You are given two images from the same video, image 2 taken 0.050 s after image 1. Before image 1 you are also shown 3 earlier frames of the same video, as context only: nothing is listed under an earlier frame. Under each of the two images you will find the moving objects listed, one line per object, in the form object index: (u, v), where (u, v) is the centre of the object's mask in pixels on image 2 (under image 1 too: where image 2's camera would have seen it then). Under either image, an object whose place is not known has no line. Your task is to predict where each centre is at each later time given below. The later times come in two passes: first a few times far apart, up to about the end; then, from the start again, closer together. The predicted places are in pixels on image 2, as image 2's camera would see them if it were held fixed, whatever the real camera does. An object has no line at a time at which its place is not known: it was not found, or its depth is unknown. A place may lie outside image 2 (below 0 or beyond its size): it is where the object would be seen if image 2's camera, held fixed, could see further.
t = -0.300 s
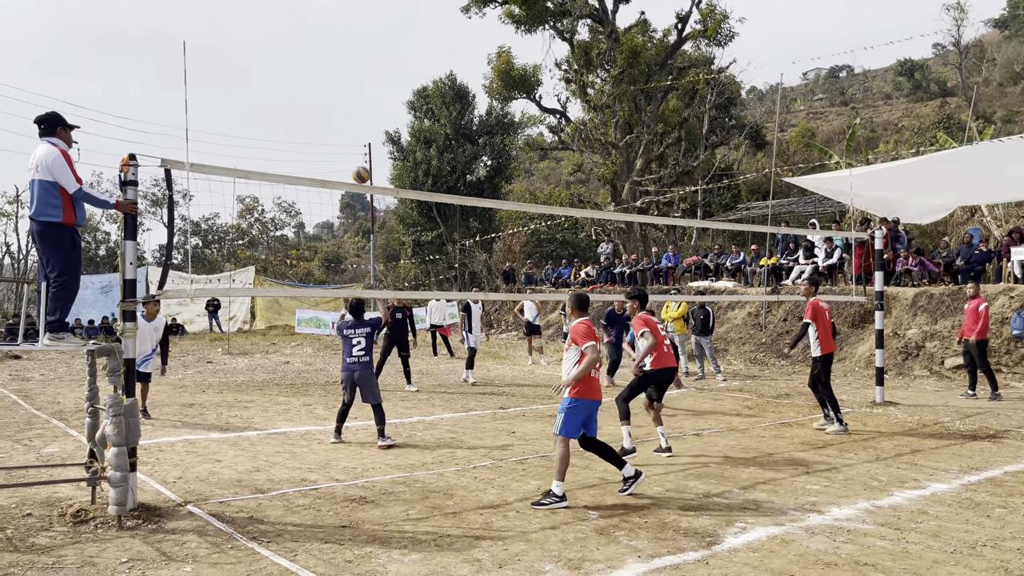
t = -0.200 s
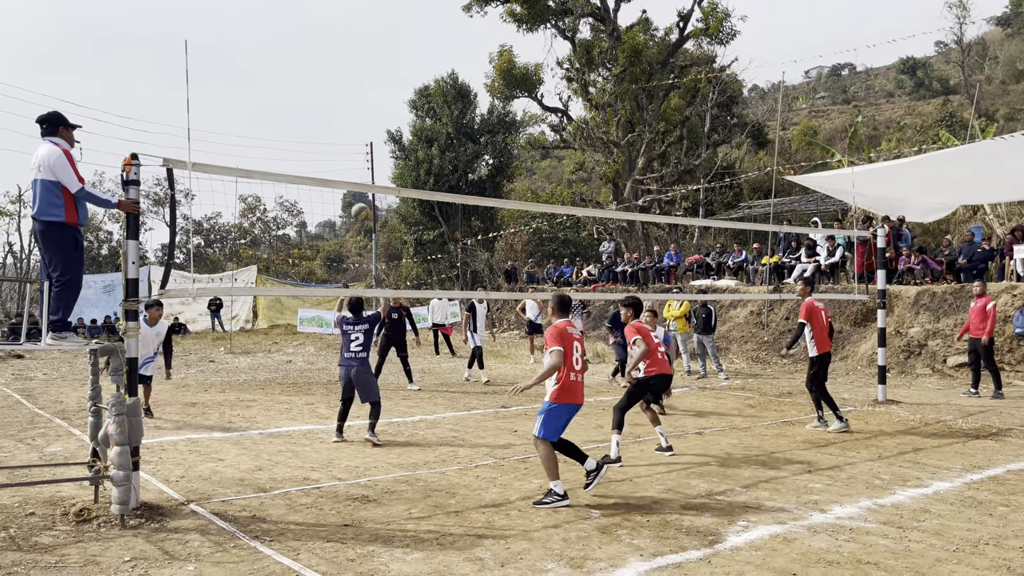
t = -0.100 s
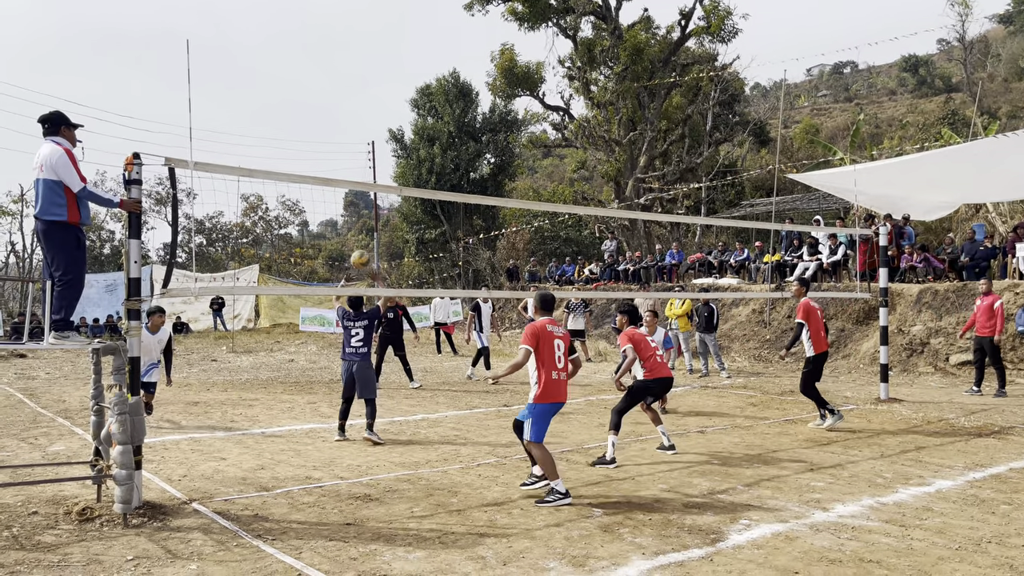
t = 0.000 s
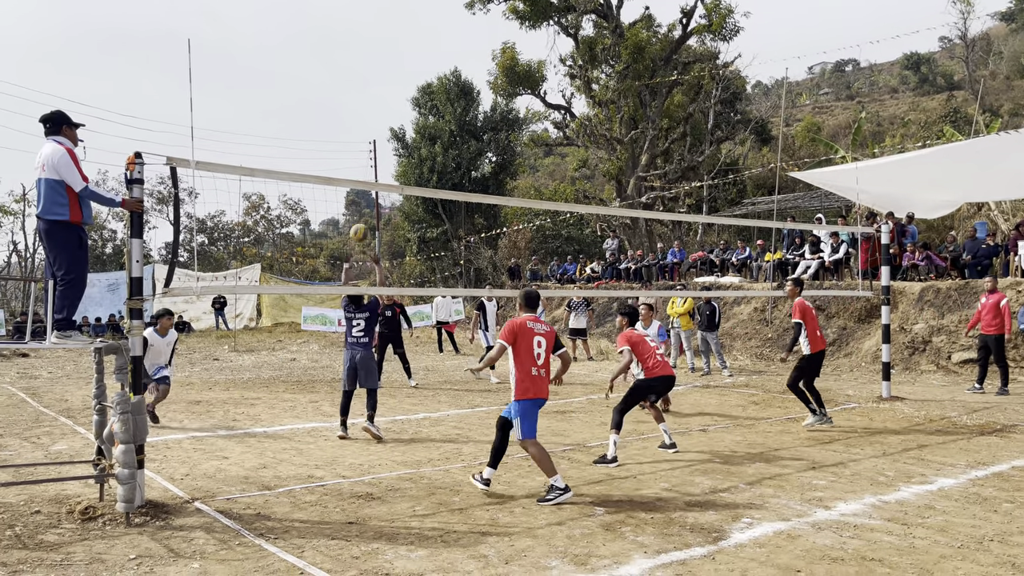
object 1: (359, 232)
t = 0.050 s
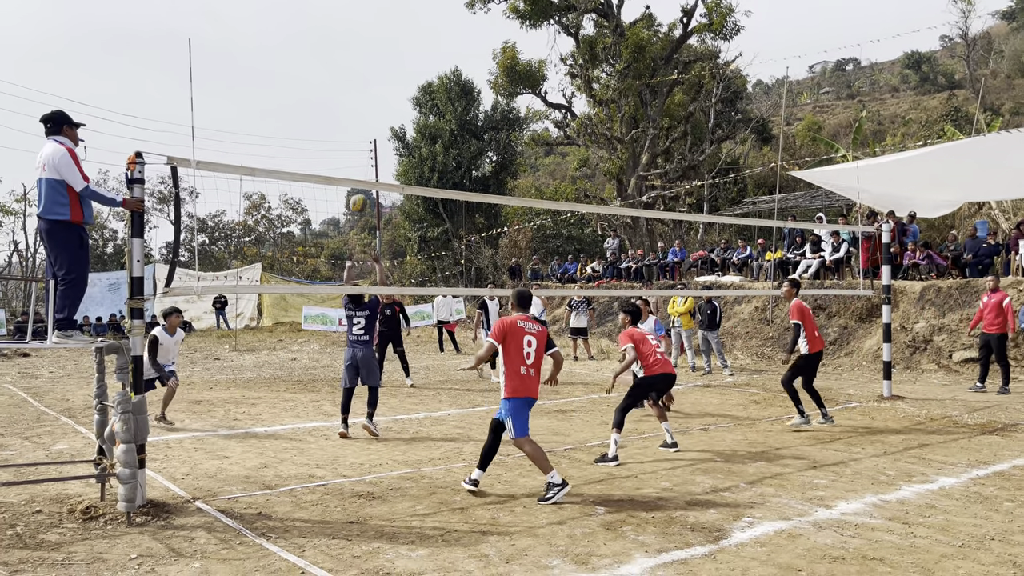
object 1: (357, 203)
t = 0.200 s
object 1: (356, 130)
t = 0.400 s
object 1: (351, 62)
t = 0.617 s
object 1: (349, 30)
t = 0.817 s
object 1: (348, 42)
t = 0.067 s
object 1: (356, 195)
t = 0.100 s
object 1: (359, 174)
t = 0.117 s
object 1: (358, 169)
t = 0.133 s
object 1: (357, 161)
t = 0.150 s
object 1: (357, 153)
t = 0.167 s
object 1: (357, 145)
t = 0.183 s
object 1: (356, 138)
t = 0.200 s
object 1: (356, 130)
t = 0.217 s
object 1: (355, 123)
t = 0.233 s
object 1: (355, 116)
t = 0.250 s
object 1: (355, 110)
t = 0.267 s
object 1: (354, 104)
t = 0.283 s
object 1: (354, 98)
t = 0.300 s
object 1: (353, 92)
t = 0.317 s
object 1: (353, 86)
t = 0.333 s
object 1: (352, 81)
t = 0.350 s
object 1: (352, 76)
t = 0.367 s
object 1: (352, 71)
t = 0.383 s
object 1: (352, 66)
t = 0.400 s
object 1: (351, 62)
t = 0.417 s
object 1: (351, 58)
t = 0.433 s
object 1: (351, 54)
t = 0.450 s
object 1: (351, 51)
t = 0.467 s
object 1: (350, 48)
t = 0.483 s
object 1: (350, 45)
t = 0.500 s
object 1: (350, 42)
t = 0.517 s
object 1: (350, 39)
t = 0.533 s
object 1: (350, 37)
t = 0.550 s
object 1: (349, 35)
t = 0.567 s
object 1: (349, 34)
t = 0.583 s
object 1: (349, 32)
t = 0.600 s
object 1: (349, 31)
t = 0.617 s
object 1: (349, 30)
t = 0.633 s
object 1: (349, 30)
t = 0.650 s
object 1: (349, 30)
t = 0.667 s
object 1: (348, 29)
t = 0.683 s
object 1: (348, 30)
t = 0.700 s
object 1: (348, 30)
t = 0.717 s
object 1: (348, 31)
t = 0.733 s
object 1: (348, 32)
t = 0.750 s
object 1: (348, 34)
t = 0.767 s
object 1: (348, 36)
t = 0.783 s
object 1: (348, 38)
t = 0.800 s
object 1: (348, 40)
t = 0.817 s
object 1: (348, 42)
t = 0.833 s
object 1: (348, 45)
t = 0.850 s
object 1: (348, 49)
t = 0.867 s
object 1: (348, 52)
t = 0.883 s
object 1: (348, 56)
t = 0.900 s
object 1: (348, 60)
